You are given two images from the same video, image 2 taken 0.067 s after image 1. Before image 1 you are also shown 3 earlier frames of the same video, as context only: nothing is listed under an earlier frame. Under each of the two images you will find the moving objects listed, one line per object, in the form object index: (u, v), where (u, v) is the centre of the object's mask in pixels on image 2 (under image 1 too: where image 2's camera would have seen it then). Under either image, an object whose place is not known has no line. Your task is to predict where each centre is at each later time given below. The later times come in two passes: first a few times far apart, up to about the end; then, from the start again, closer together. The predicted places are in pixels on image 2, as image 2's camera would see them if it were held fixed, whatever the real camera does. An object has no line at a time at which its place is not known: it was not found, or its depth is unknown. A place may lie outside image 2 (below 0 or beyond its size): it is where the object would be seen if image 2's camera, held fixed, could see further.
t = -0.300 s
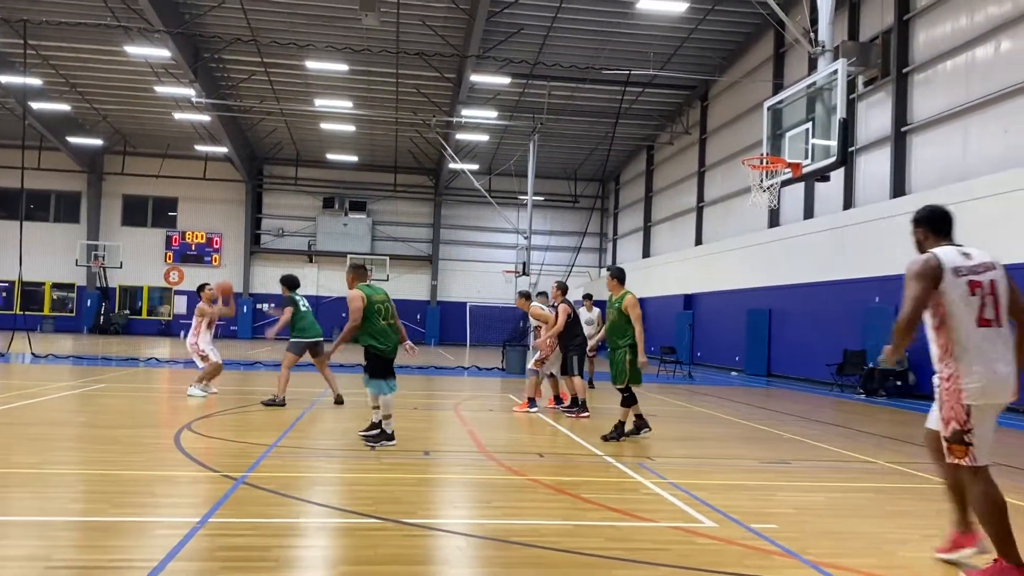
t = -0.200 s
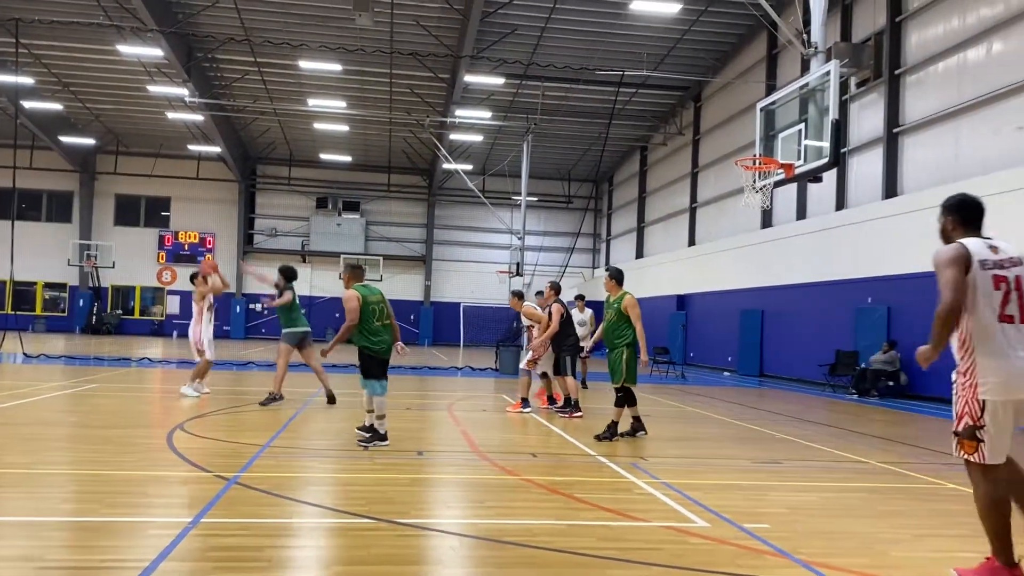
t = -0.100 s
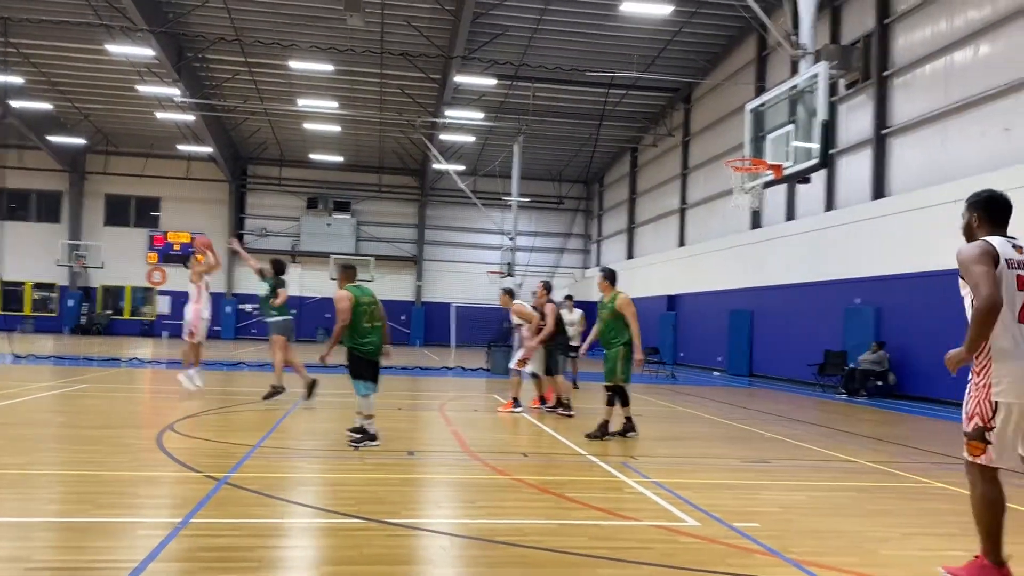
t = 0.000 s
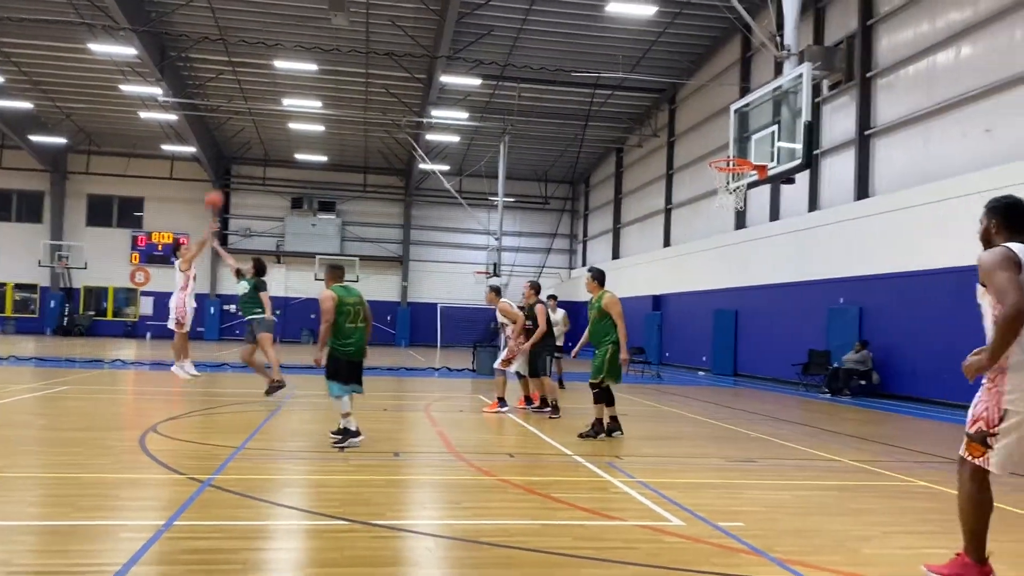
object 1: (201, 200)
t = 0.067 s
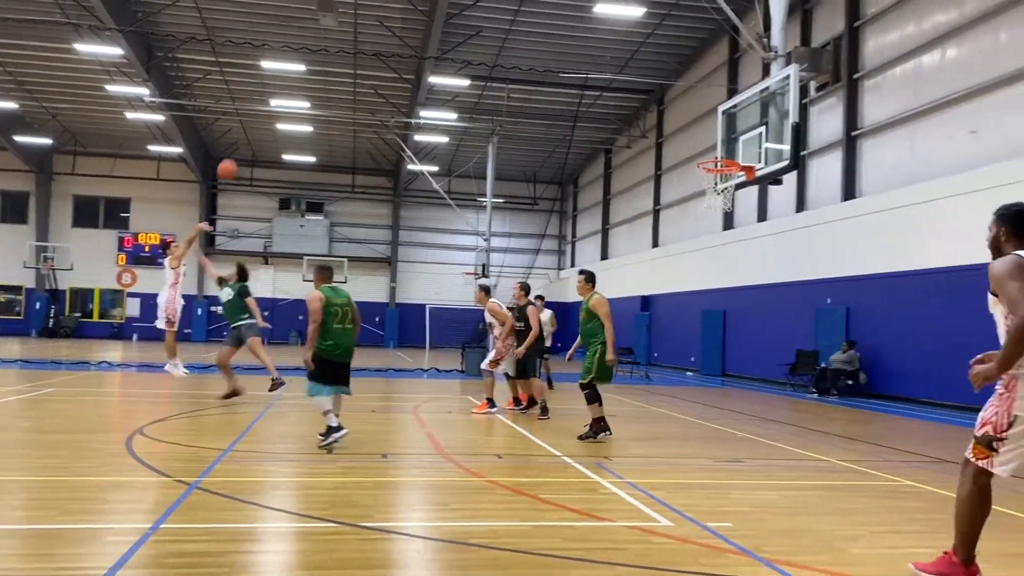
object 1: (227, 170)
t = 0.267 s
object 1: (304, 92)
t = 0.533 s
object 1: (407, 33)
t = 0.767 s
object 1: (499, 21)
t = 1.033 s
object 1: (607, 62)
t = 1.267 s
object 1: (705, 149)
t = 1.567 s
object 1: (681, 219)
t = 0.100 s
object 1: (240, 155)
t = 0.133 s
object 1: (253, 141)
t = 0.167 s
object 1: (266, 127)
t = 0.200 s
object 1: (277, 116)
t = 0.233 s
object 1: (291, 103)
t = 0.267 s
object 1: (304, 92)
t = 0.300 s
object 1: (317, 82)
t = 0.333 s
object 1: (331, 73)
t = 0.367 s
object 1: (343, 64)
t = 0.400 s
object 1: (356, 57)
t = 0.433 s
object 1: (368, 49)
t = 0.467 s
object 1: (382, 43)
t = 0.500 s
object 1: (395, 37)
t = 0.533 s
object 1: (407, 33)
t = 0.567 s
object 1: (420, 28)
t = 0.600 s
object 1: (434, 25)
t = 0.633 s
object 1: (446, 21)
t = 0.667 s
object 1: (459, 20)
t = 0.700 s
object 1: (473, 20)
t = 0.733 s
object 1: (487, 20)
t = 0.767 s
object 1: (499, 21)
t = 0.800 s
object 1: (514, 23)
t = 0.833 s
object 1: (526, 25)
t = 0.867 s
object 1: (539, 29)
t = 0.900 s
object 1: (554, 34)
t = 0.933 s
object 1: (567, 39)
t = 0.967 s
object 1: (580, 46)
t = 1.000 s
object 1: (593, 53)
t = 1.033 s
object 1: (607, 62)
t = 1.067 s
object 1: (621, 71)
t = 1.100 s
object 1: (635, 82)
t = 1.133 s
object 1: (649, 93)
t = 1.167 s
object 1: (662, 105)
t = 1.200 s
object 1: (676, 118)
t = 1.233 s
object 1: (691, 133)
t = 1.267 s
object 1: (705, 149)
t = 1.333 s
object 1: (719, 177)
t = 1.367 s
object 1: (712, 190)
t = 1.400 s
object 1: (705, 196)
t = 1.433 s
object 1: (700, 201)
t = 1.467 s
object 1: (695, 204)
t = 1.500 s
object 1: (690, 208)
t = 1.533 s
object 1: (686, 214)
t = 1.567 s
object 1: (681, 219)
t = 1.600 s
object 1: (676, 227)
